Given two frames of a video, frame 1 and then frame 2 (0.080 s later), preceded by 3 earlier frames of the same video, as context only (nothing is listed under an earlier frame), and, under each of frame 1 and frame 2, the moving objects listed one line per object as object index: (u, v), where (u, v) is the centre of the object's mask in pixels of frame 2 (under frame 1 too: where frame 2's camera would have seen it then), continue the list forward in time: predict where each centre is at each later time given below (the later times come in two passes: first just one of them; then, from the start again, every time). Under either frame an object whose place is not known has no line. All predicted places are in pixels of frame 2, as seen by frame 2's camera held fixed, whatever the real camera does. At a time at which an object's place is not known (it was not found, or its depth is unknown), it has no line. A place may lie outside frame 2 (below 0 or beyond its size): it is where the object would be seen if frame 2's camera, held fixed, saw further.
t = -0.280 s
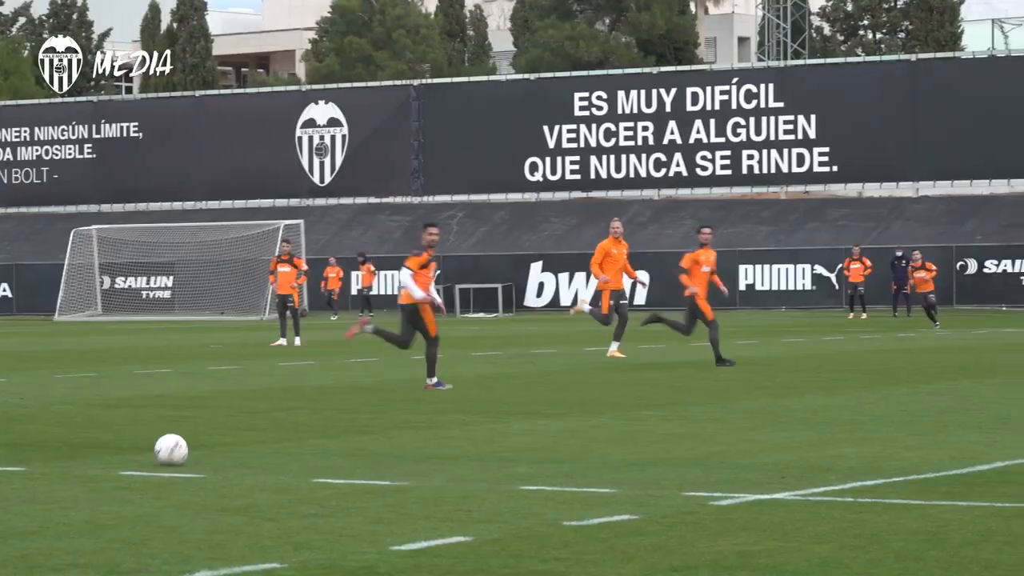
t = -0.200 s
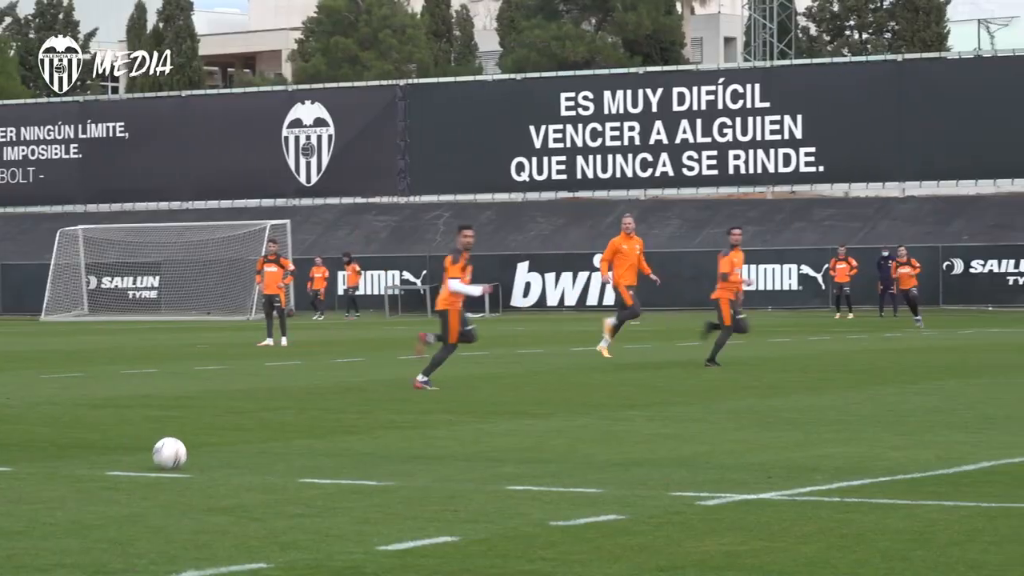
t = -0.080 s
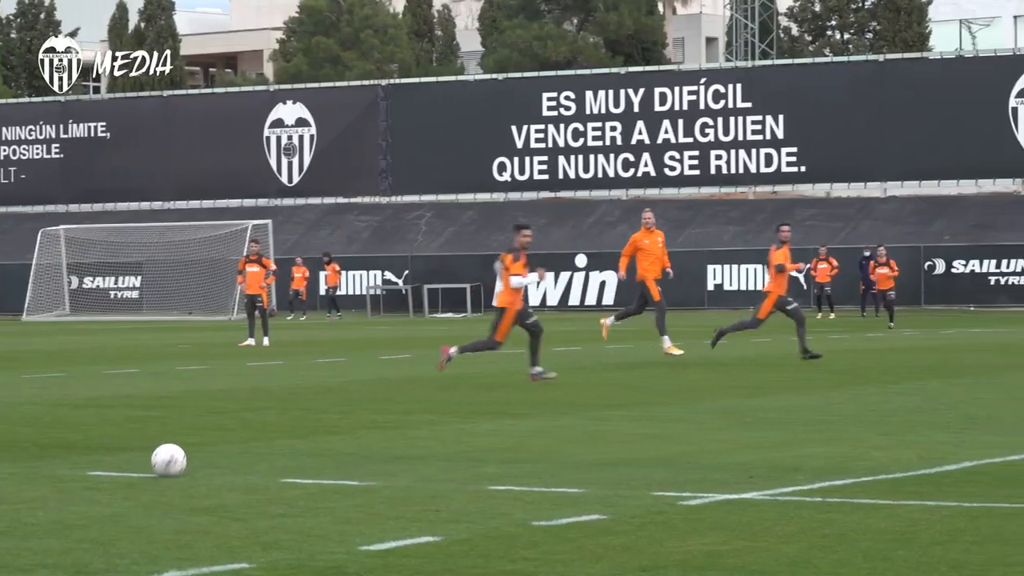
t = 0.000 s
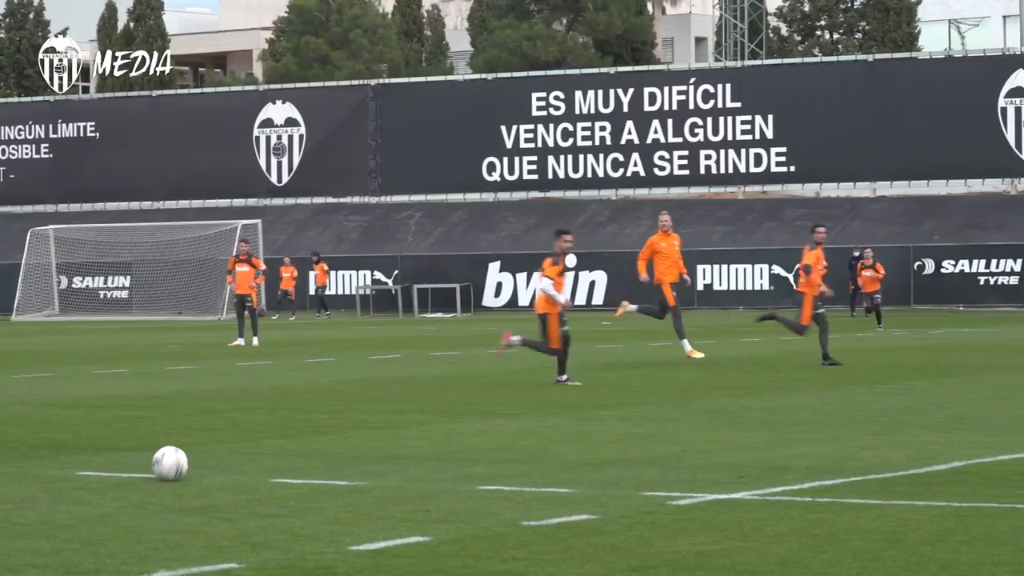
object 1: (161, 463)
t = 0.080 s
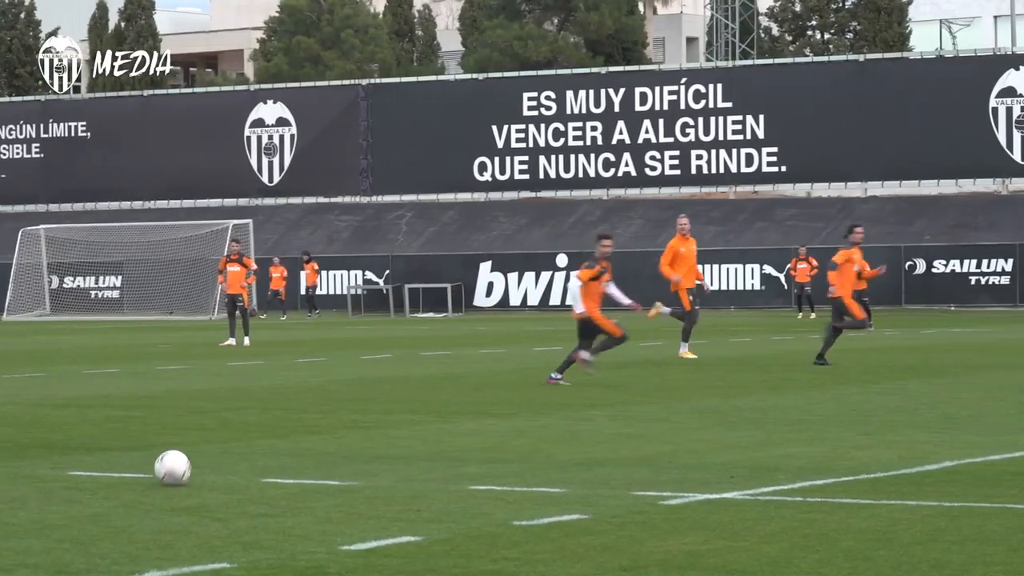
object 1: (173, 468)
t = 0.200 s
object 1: (190, 475)
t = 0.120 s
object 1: (179, 469)
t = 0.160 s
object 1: (184, 473)
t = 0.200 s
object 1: (190, 475)
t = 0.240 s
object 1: (196, 477)
